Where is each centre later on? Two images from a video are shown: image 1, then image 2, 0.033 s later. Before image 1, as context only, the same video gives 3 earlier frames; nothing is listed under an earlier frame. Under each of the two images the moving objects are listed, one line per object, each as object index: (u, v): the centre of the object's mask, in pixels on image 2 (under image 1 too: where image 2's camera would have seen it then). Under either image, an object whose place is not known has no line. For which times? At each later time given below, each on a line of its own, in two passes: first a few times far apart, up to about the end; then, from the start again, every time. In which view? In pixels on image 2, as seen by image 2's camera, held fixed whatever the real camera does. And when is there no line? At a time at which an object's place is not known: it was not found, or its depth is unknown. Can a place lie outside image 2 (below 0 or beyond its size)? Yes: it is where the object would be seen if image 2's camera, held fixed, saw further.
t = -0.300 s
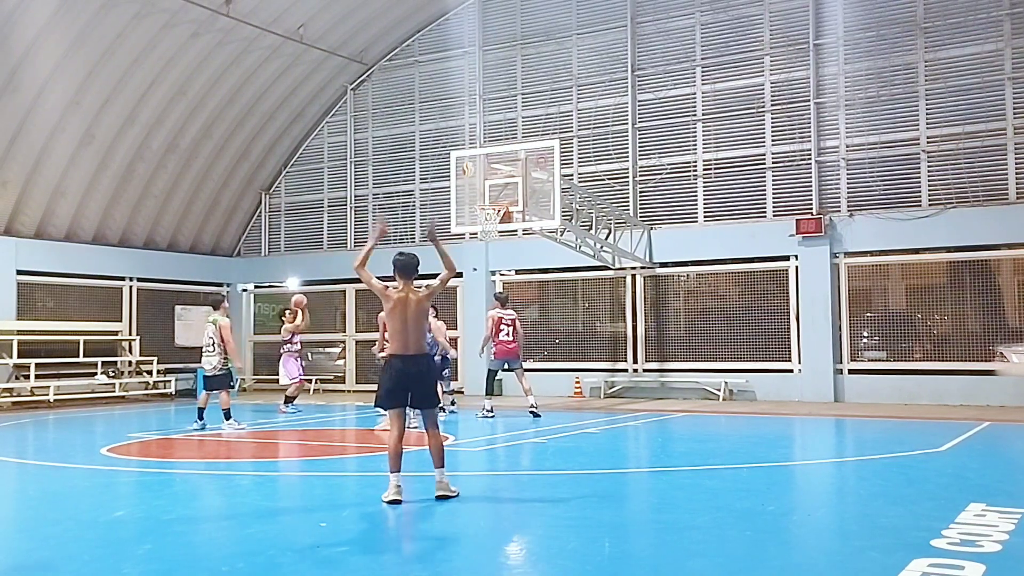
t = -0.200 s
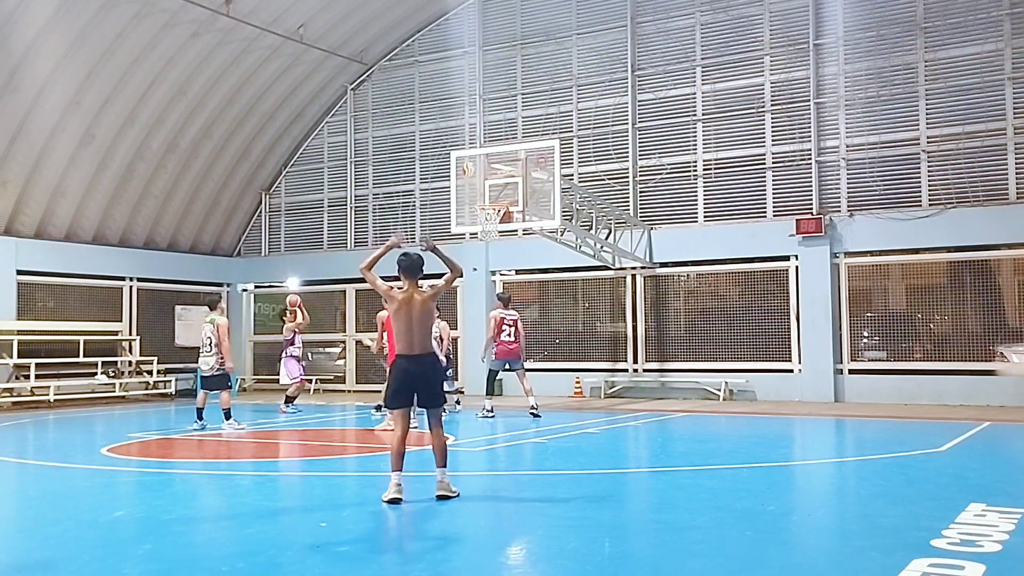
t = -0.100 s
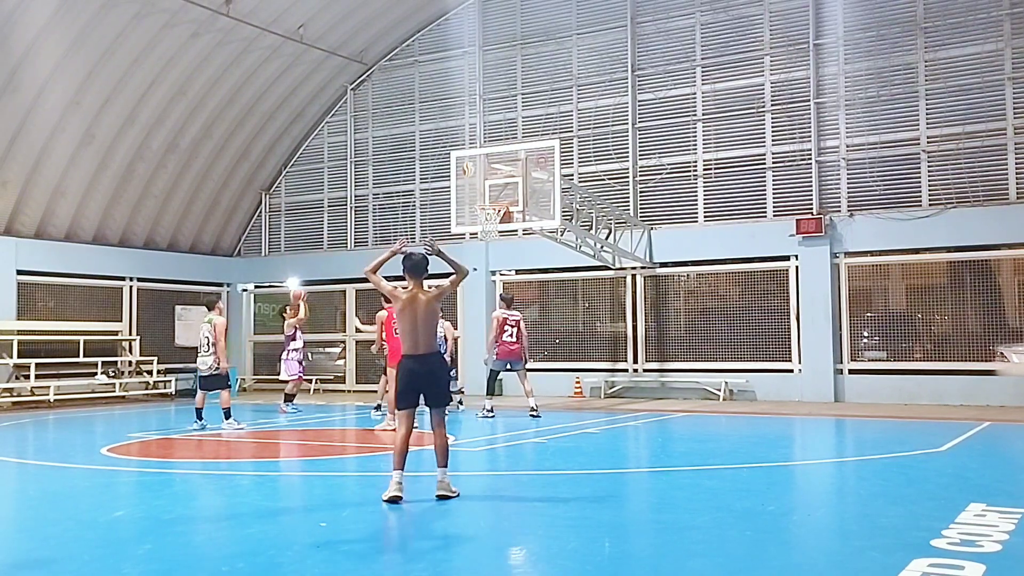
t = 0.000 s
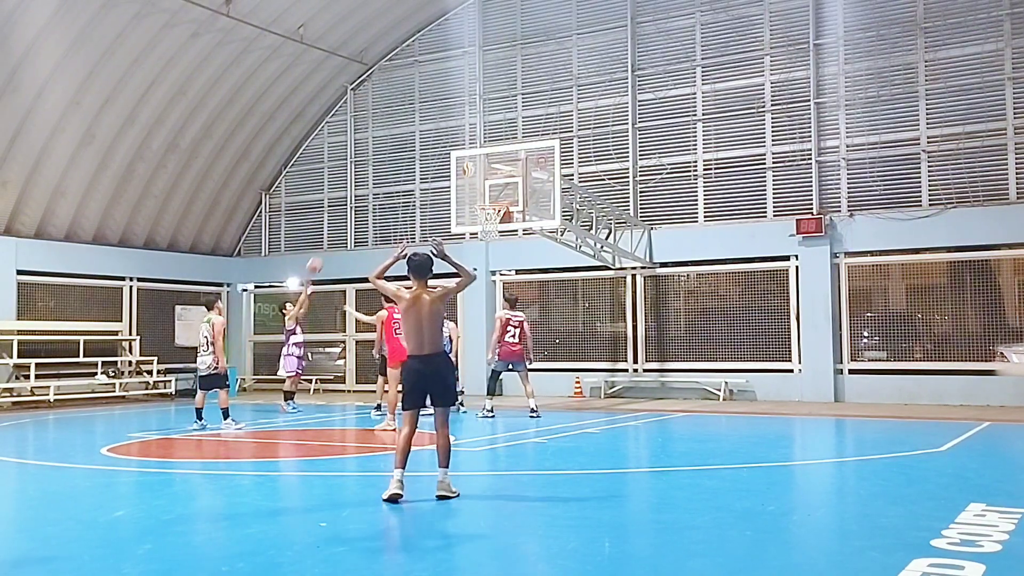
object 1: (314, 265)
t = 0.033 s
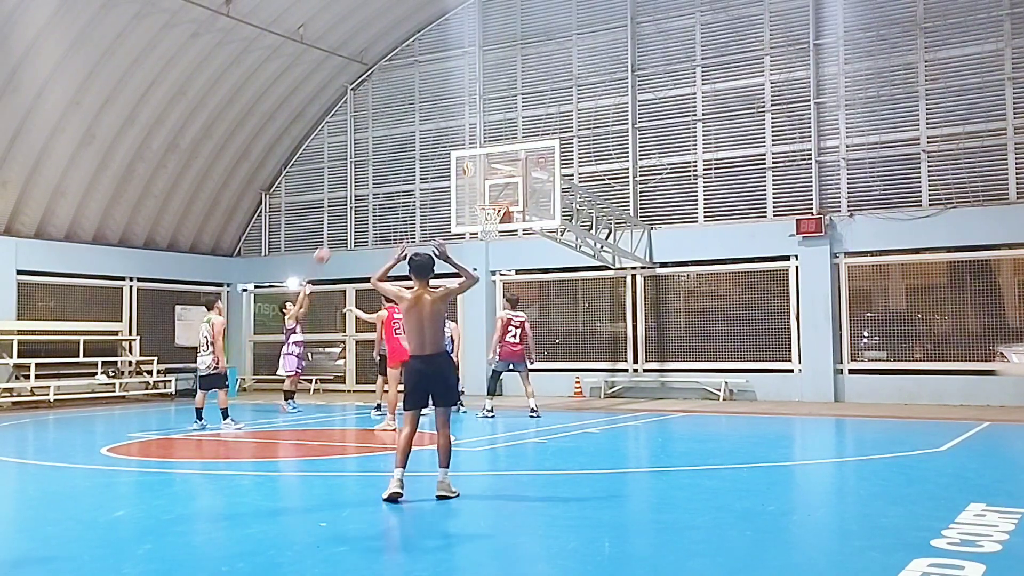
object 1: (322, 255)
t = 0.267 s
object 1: (375, 204)
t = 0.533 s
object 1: (436, 187)
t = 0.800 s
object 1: (485, 192)
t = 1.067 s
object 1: (515, 208)
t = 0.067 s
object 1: (329, 246)
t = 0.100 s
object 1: (336, 238)
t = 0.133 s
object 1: (344, 230)
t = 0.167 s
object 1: (352, 222)
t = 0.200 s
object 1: (359, 215)
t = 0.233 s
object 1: (366, 210)
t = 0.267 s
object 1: (375, 204)
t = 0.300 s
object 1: (382, 200)
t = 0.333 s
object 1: (390, 196)
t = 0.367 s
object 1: (398, 193)
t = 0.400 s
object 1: (406, 190)
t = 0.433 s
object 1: (413, 188)
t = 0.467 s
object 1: (421, 187)
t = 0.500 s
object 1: (429, 186)
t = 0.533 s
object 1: (436, 187)
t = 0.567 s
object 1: (444, 188)
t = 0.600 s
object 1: (452, 190)
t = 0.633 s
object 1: (461, 191)
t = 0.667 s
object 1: (469, 196)
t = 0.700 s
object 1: (475, 197)
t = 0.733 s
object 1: (478, 194)
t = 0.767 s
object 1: (482, 193)
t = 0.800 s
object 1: (485, 192)
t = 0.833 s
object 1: (489, 192)
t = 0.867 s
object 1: (492, 192)
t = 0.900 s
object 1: (496, 193)
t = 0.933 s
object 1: (500, 194)
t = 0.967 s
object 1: (504, 197)
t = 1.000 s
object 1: (507, 199)
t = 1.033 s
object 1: (511, 203)
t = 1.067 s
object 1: (515, 208)
